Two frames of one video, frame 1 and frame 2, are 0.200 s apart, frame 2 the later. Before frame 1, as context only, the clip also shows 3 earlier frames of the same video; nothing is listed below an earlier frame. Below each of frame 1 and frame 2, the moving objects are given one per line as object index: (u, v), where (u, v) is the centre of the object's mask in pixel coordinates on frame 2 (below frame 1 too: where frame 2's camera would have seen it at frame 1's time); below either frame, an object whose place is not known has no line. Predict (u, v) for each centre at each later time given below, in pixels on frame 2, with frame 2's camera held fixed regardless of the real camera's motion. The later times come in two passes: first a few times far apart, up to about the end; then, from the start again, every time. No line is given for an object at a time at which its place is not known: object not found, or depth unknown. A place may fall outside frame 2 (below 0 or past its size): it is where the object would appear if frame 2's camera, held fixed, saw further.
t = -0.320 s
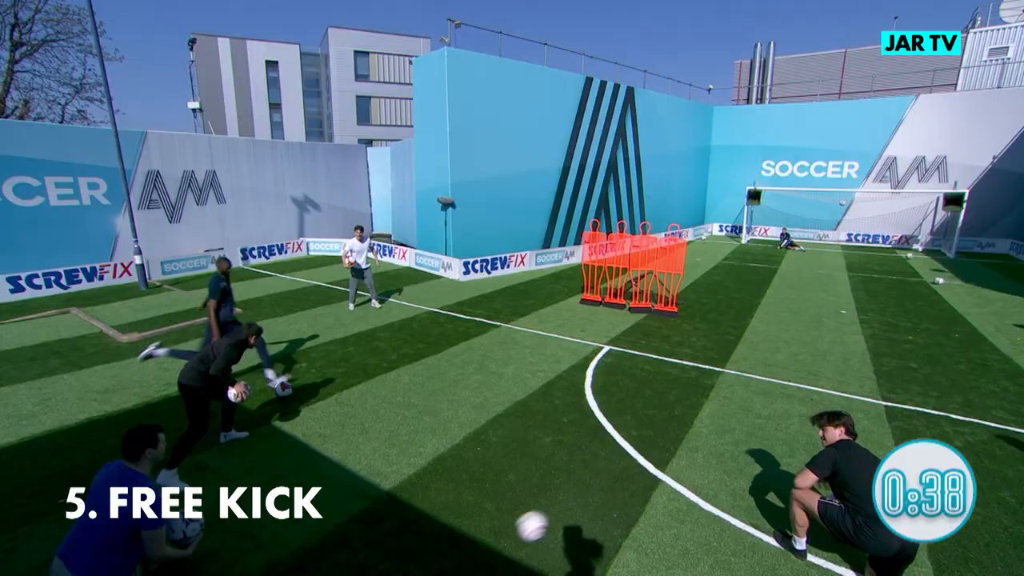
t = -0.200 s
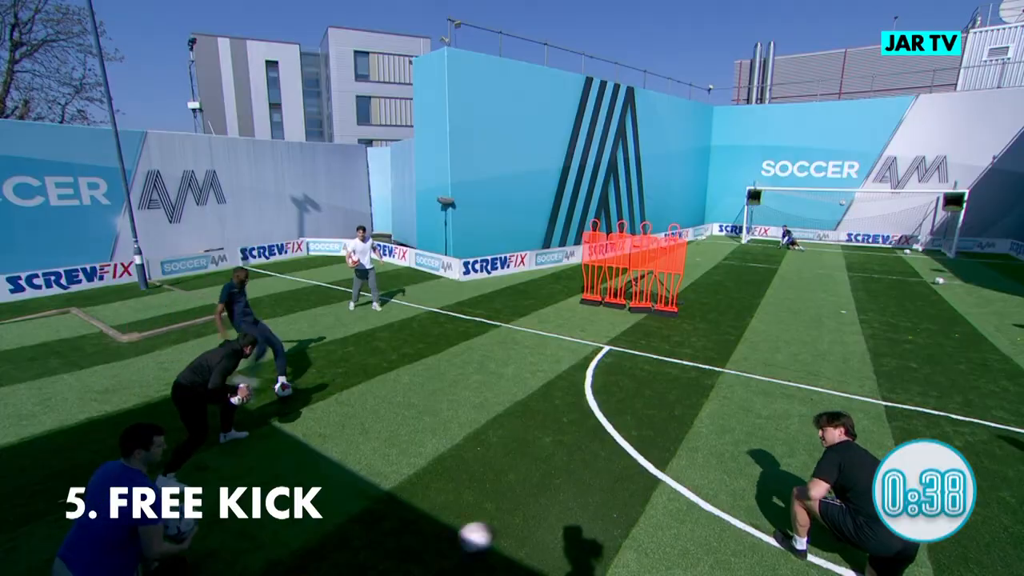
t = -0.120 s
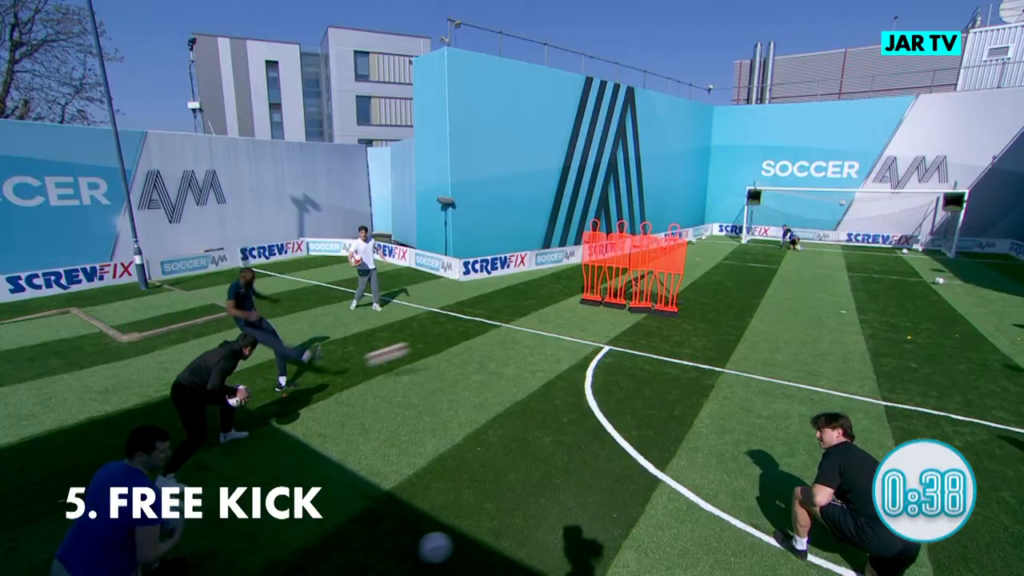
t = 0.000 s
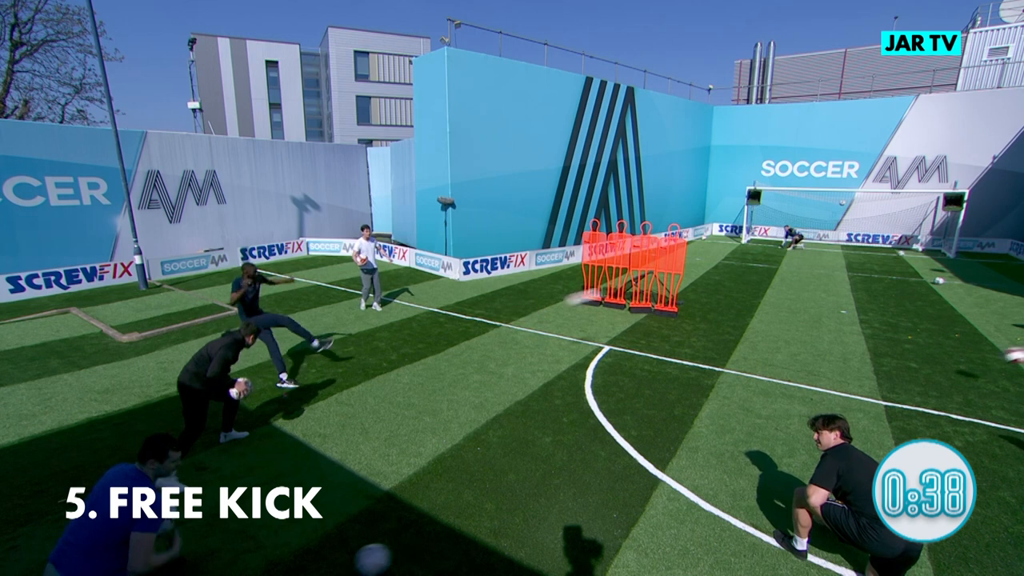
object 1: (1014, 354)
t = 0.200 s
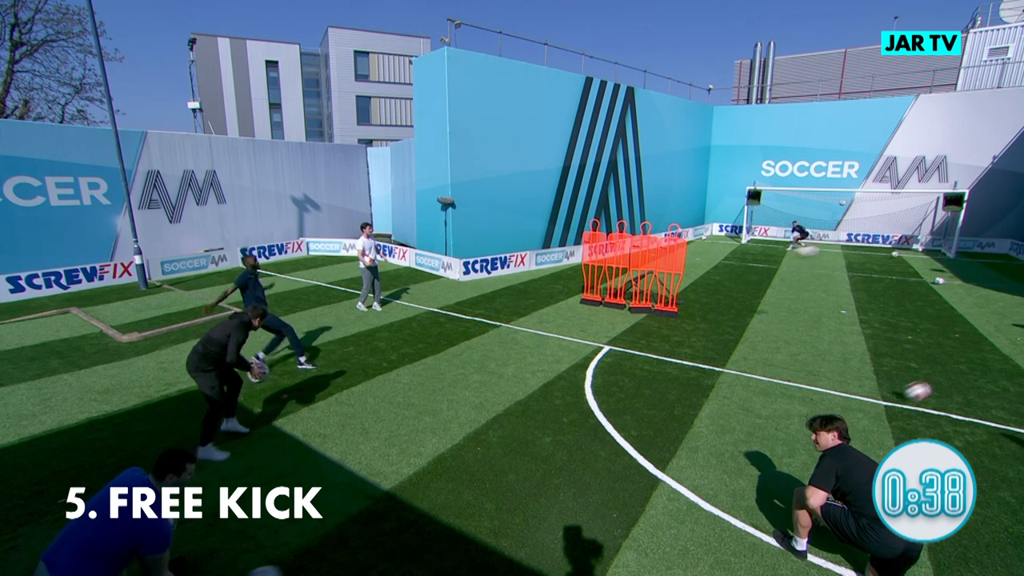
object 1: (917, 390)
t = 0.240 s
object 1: (897, 397)
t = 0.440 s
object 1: (822, 392)
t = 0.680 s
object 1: (726, 407)
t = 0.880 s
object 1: (646, 415)
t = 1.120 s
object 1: (546, 417)
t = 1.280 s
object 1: (478, 424)
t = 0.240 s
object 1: (897, 397)
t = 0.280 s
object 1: (884, 395)
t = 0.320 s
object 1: (869, 392)
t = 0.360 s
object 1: (854, 390)
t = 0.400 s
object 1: (839, 391)
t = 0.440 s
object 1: (822, 392)
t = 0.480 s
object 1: (807, 395)
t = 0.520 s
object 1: (789, 399)
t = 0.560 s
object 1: (773, 404)
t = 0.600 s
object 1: (756, 410)
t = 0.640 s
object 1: (741, 409)
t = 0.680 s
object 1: (726, 407)
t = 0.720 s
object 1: (710, 406)
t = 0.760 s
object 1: (694, 406)
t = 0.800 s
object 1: (678, 408)
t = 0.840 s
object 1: (662, 411)
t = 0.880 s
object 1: (646, 415)
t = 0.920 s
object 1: (628, 419)
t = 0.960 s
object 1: (613, 416)
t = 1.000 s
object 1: (596, 415)
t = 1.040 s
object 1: (579, 414)
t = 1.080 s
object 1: (563, 415)
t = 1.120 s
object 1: (546, 417)
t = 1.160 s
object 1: (529, 420)
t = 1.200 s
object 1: (512, 424)
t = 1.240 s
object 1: (495, 424)
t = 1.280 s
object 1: (478, 424)
